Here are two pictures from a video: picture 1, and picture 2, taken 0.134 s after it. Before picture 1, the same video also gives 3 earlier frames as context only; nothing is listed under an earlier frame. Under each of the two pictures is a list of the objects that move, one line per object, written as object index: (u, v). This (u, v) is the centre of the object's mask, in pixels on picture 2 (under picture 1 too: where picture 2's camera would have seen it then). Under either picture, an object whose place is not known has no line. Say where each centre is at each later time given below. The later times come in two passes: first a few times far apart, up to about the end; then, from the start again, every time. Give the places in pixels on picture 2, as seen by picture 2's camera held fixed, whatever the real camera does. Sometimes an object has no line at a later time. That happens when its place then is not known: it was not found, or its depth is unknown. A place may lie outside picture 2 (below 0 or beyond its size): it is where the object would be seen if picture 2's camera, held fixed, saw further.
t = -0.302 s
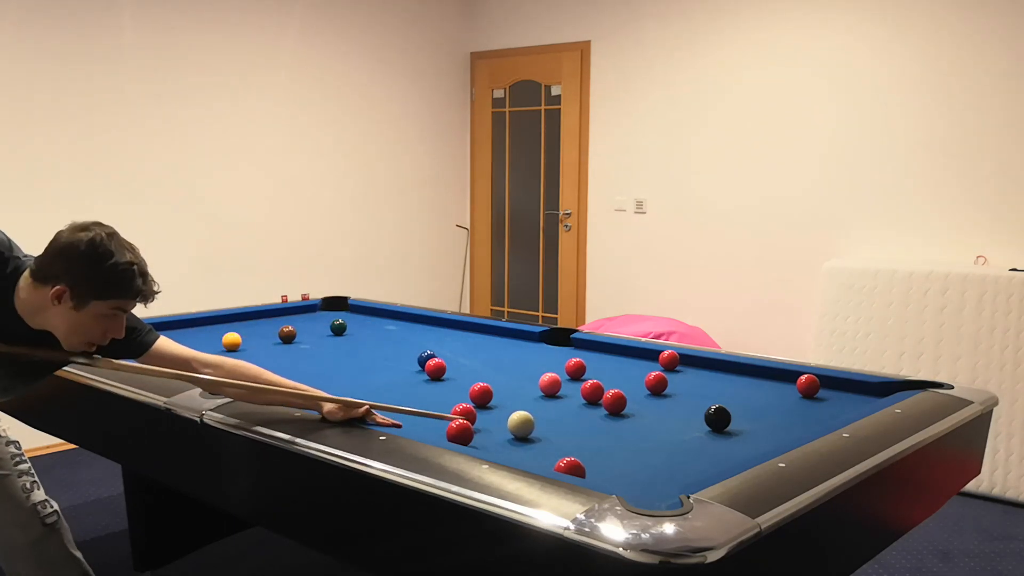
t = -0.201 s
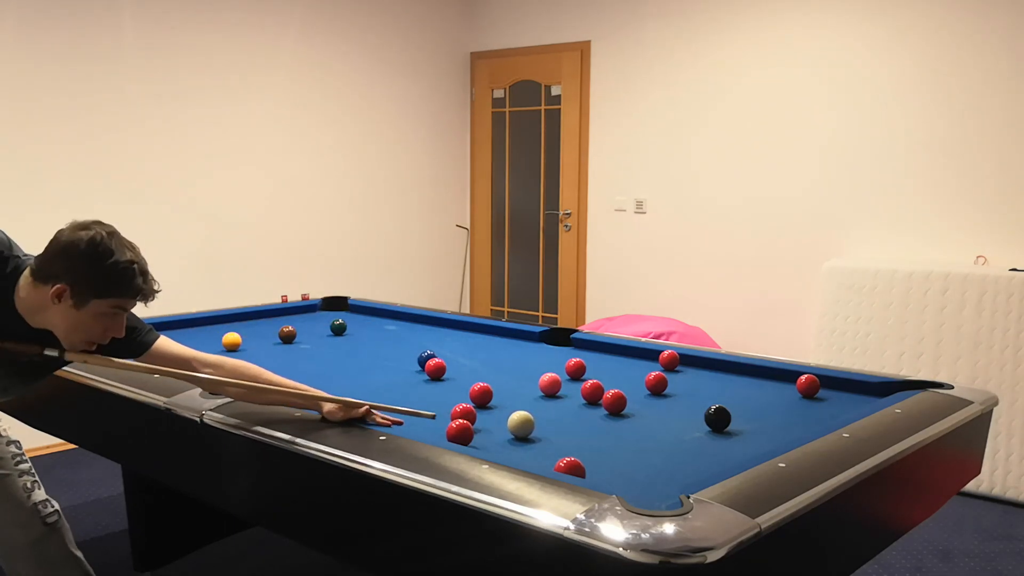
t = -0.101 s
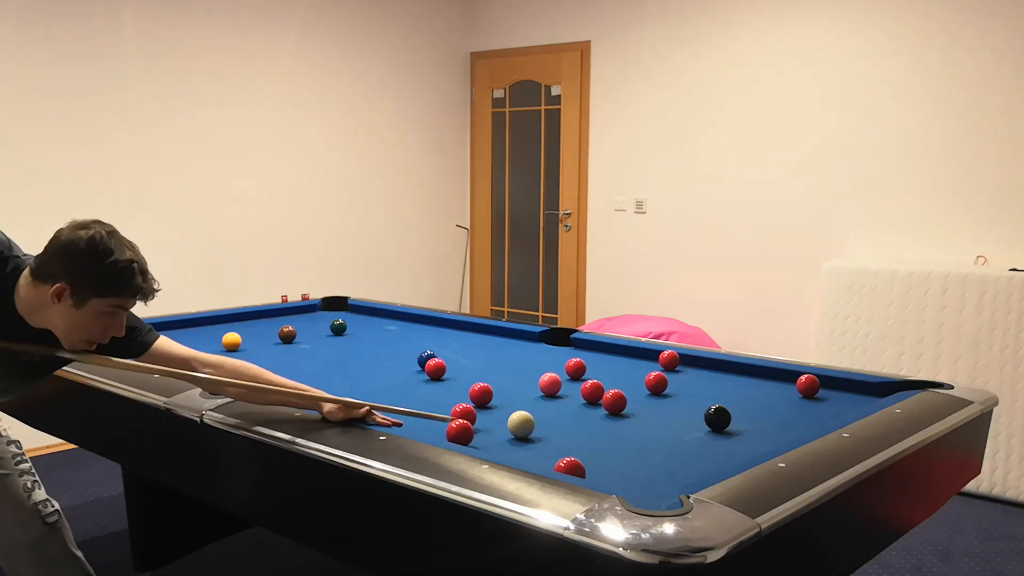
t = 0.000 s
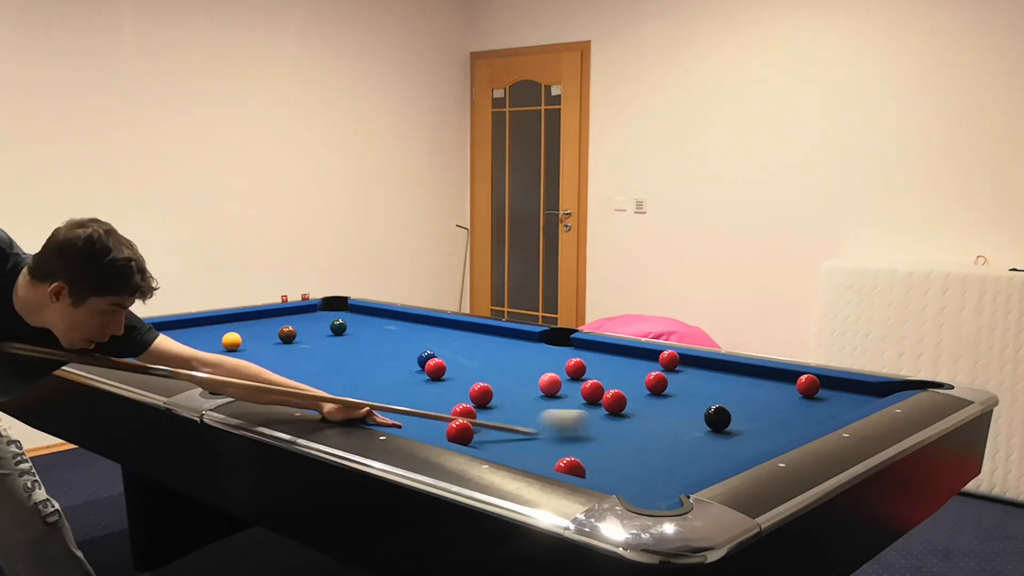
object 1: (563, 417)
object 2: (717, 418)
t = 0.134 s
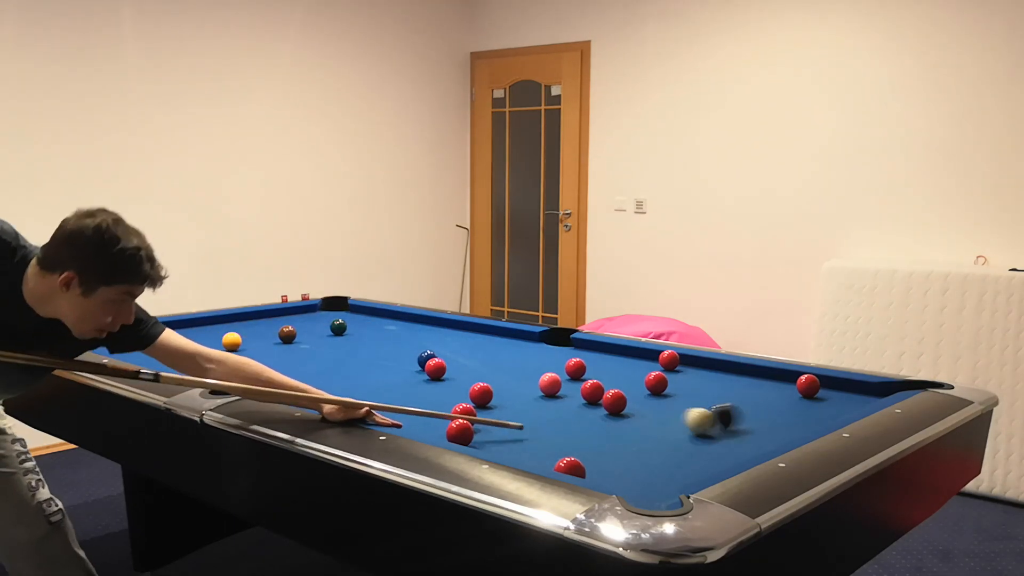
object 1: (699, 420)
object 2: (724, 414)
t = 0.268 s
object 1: (724, 430)
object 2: (803, 404)
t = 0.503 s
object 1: (755, 441)
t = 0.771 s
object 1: (722, 448)
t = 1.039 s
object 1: (673, 449)
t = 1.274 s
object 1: (633, 450)
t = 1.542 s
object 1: (588, 450)
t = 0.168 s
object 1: (707, 424)
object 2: (745, 412)
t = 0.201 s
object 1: (714, 426)
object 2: (766, 409)
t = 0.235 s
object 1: (719, 428)
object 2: (784, 406)
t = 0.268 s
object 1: (724, 430)
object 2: (803, 404)
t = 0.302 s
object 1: (728, 432)
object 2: (819, 401)
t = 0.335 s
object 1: (732, 434)
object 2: (835, 399)
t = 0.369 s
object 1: (737, 436)
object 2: (850, 397)
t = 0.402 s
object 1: (742, 438)
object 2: (865, 393)
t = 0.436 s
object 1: (746, 440)
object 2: (878, 390)
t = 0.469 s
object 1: (750, 441)
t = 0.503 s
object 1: (755, 441)
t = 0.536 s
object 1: (759, 442)
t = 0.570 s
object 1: (757, 442)
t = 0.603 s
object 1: (752, 444)
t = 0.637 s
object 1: (745, 445)
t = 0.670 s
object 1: (740, 446)
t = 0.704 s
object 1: (734, 447)
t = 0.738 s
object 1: (728, 448)
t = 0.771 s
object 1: (722, 448)
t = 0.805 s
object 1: (716, 448)
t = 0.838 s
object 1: (710, 448)
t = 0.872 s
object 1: (703, 448)
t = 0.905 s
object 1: (698, 448)
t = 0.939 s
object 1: (691, 448)
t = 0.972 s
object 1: (685, 449)
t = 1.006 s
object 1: (679, 449)
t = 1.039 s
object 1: (673, 449)
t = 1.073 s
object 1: (668, 449)
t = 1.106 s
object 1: (662, 449)
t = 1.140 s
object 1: (656, 449)
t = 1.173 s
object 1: (650, 450)
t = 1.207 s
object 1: (644, 450)
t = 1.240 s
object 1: (638, 450)
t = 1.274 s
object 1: (633, 450)
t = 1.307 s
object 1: (627, 450)
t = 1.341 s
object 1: (621, 450)
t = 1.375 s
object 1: (616, 450)
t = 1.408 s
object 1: (610, 450)
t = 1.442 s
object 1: (605, 451)
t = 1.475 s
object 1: (599, 451)
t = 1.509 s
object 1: (594, 451)
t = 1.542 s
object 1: (588, 450)
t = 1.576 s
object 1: (584, 450)
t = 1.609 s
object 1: (578, 449)
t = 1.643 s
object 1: (573, 448)
